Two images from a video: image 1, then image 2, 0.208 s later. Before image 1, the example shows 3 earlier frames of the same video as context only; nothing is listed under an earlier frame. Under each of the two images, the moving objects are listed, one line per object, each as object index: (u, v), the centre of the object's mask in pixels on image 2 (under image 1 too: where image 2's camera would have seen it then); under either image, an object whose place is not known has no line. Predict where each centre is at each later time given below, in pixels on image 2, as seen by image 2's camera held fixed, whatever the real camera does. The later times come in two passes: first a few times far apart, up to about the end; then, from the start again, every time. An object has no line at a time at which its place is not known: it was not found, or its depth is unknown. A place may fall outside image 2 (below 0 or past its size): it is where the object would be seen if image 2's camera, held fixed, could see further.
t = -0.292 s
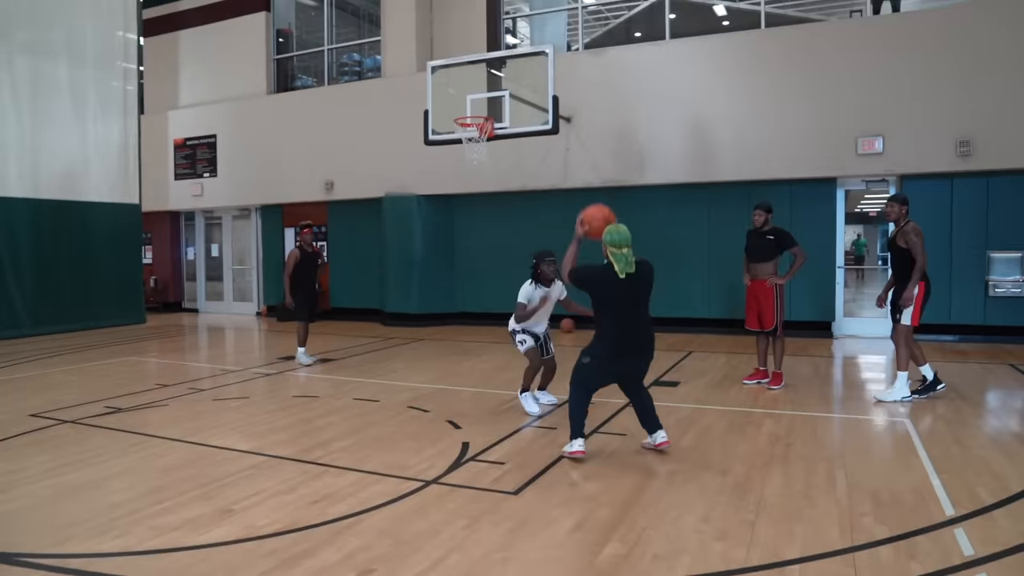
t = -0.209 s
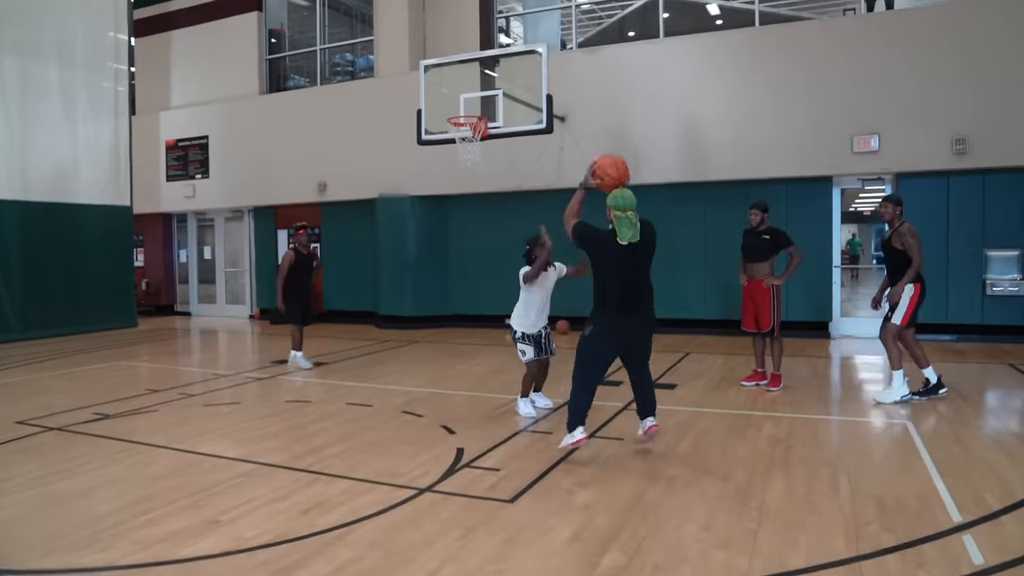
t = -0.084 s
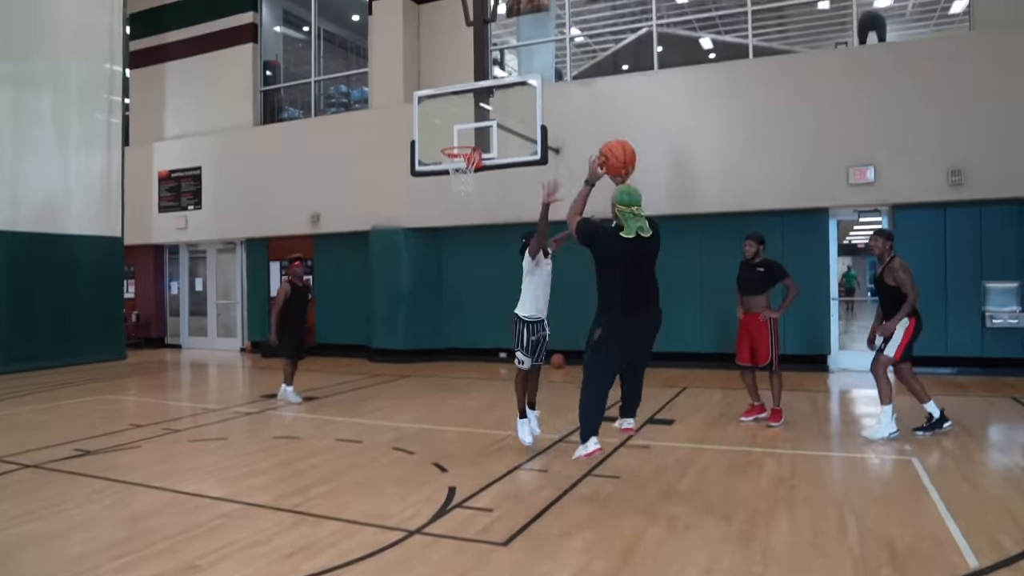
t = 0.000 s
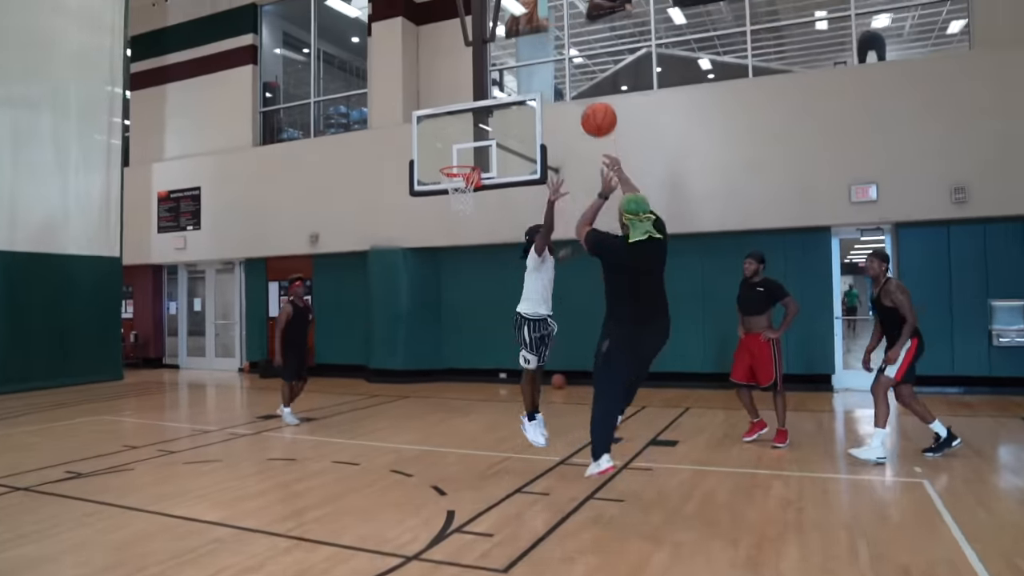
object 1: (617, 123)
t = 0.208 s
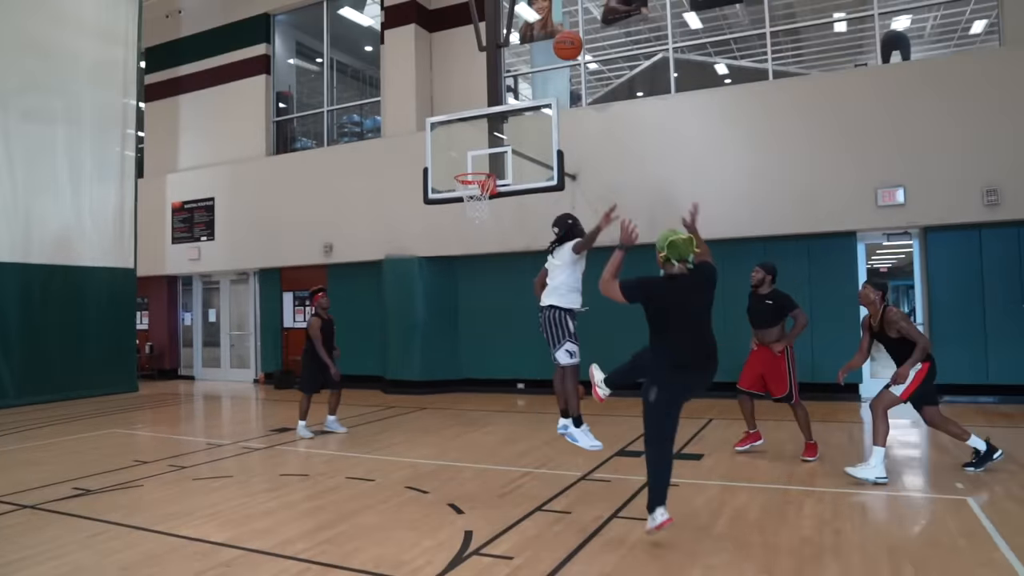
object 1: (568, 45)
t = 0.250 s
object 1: (562, 41)
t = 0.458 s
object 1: (535, 41)
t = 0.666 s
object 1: (516, 78)
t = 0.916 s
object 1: (482, 136)
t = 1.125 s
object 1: (431, 193)
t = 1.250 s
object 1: (397, 254)
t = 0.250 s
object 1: (562, 41)
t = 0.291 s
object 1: (556, 36)
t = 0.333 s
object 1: (552, 35)
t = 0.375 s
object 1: (544, 35)
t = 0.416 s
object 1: (541, 37)
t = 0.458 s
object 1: (535, 41)
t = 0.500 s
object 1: (532, 45)
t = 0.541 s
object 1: (527, 53)
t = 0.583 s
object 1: (524, 59)
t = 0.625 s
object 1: (519, 70)
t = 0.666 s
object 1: (516, 78)
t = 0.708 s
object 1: (512, 91)
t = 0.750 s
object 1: (510, 101)
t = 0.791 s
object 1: (506, 116)
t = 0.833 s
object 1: (502, 124)
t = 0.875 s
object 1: (491, 130)
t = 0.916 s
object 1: (482, 136)
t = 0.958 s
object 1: (474, 143)
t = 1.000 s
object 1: (462, 155)
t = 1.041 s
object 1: (453, 164)
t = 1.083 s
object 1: (440, 180)
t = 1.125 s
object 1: (431, 193)
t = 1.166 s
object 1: (418, 213)
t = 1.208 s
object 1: (409, 228)
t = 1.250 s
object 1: (397, 254)
